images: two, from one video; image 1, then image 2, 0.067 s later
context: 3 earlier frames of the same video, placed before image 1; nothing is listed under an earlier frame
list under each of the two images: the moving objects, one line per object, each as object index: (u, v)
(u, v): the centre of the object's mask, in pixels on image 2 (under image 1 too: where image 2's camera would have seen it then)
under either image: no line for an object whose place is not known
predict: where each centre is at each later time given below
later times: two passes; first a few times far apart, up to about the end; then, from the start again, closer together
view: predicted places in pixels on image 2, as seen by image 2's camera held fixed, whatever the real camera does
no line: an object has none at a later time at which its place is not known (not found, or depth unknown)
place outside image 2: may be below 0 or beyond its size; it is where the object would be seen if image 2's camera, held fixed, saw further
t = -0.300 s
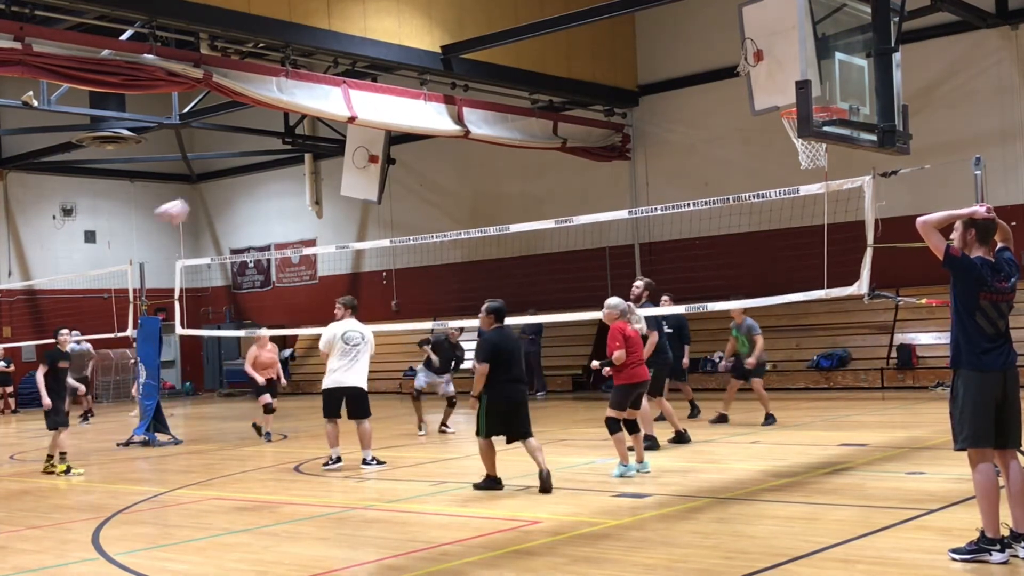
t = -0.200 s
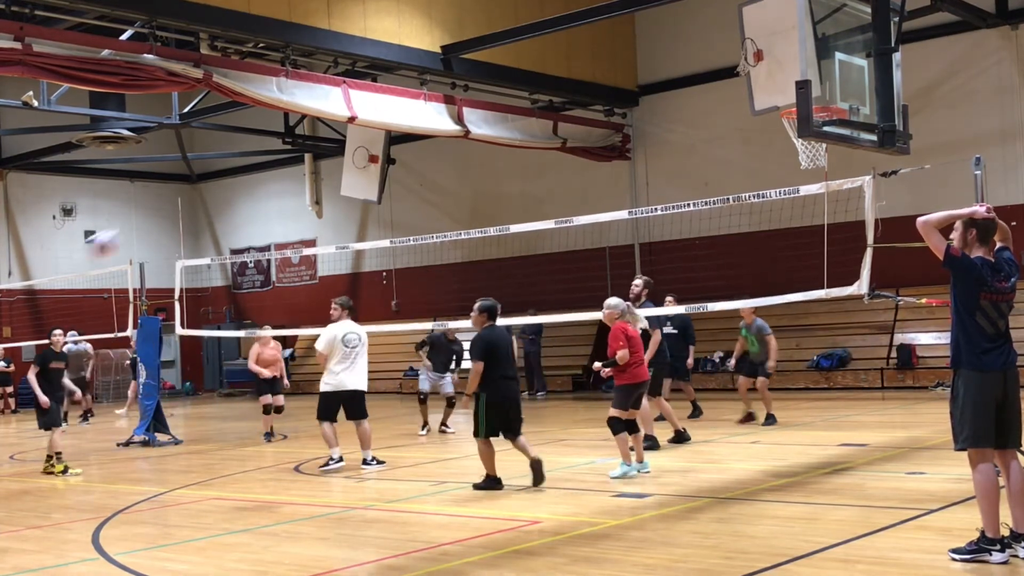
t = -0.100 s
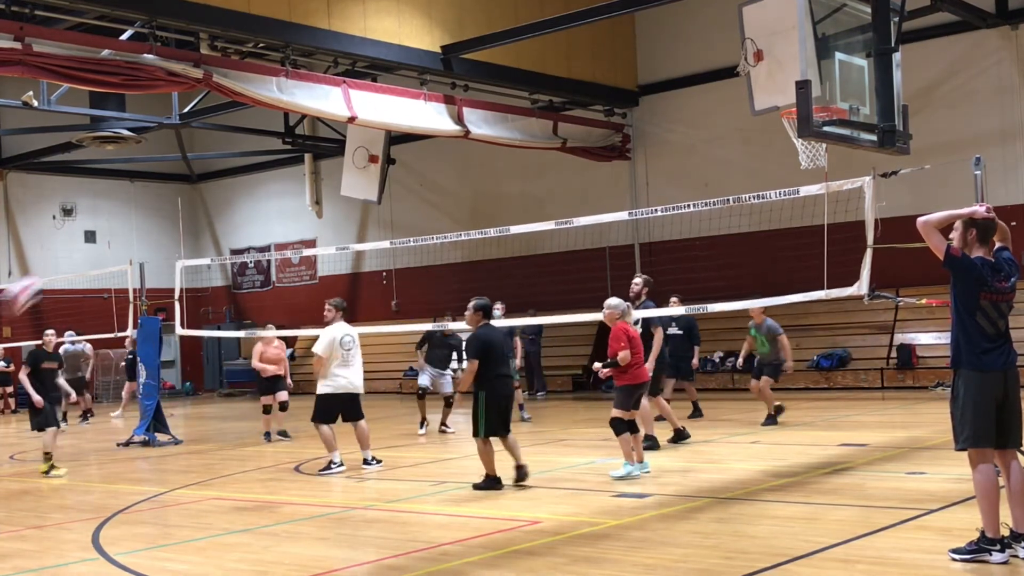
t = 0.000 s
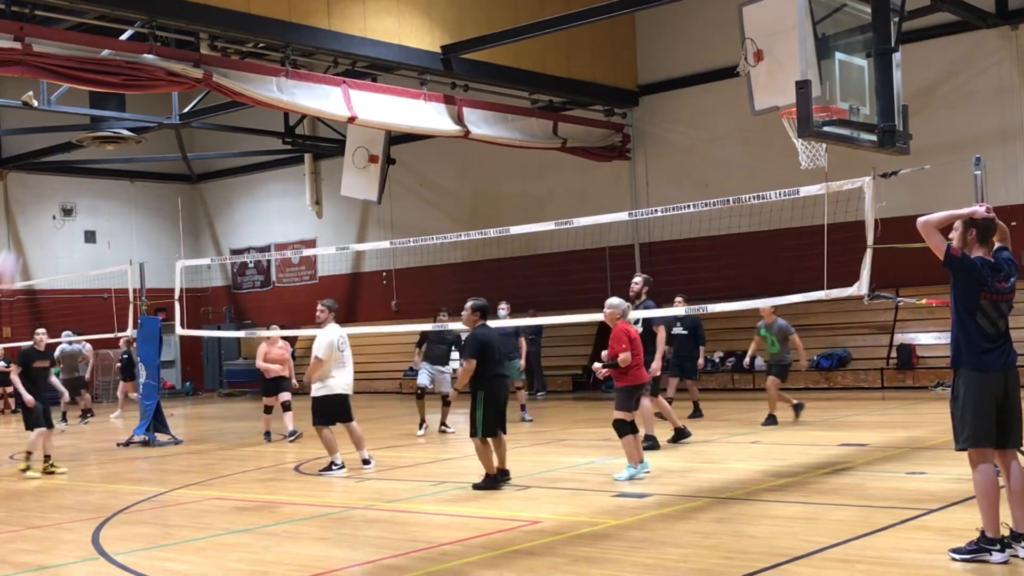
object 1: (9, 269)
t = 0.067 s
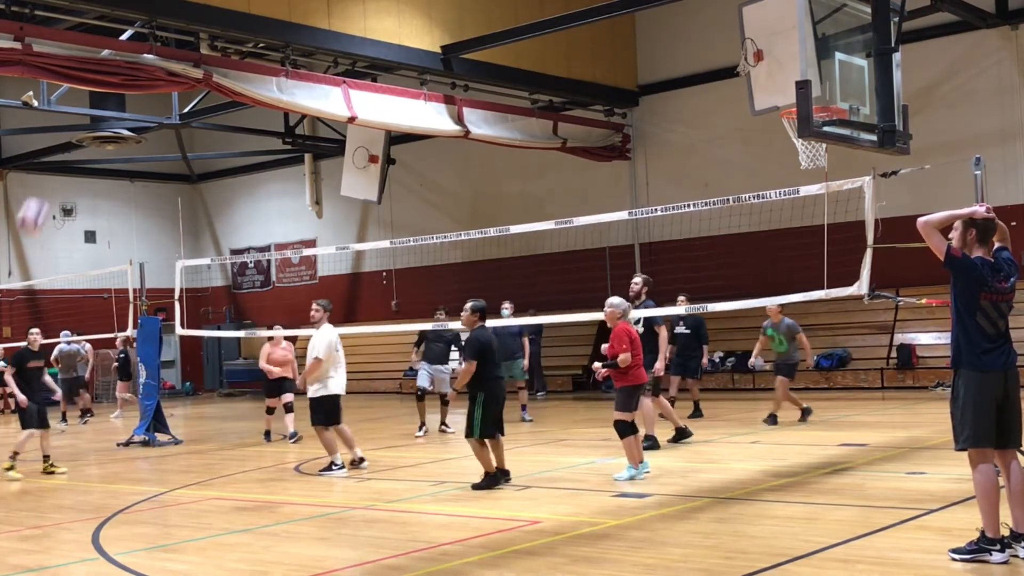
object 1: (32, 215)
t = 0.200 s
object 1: (83, 132)
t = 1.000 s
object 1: (318, 128)
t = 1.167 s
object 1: (360, 207)
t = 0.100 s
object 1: (45, 191)
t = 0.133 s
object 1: (58, 171)
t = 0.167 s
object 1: (70, 151)
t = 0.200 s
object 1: (83, 132)
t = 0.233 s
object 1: (95, 116)
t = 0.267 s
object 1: (106, 101)
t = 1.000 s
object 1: (318, 128)
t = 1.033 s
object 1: (327, 142)
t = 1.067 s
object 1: (334, 156)
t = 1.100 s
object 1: (343, 171)
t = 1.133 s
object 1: (352, 189)
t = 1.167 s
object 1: (360, 207)
